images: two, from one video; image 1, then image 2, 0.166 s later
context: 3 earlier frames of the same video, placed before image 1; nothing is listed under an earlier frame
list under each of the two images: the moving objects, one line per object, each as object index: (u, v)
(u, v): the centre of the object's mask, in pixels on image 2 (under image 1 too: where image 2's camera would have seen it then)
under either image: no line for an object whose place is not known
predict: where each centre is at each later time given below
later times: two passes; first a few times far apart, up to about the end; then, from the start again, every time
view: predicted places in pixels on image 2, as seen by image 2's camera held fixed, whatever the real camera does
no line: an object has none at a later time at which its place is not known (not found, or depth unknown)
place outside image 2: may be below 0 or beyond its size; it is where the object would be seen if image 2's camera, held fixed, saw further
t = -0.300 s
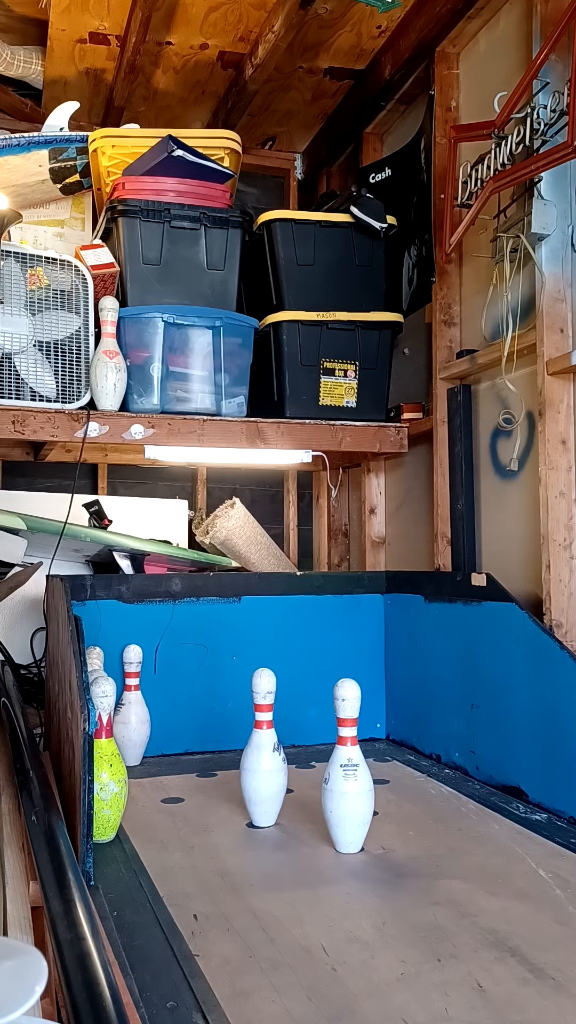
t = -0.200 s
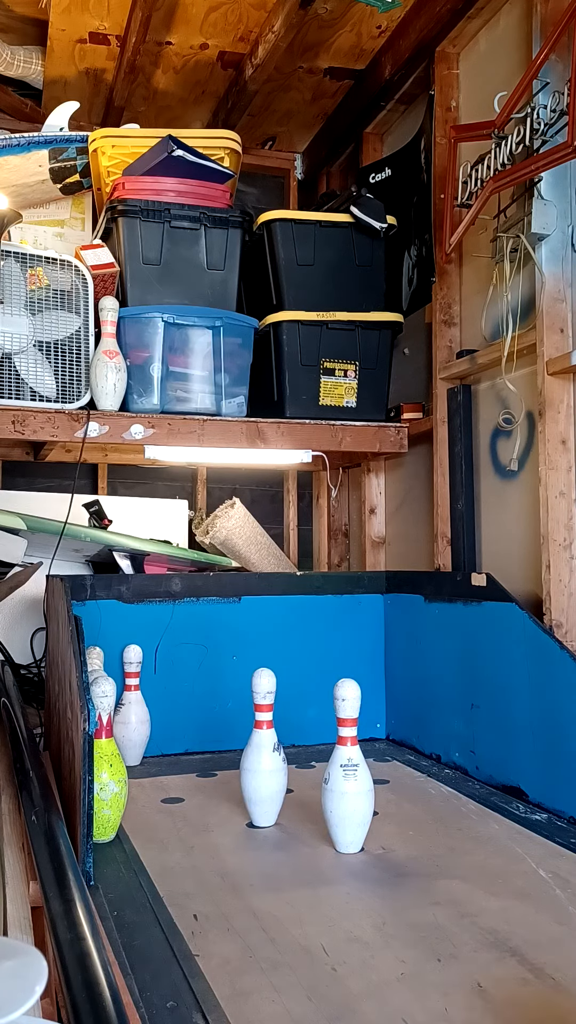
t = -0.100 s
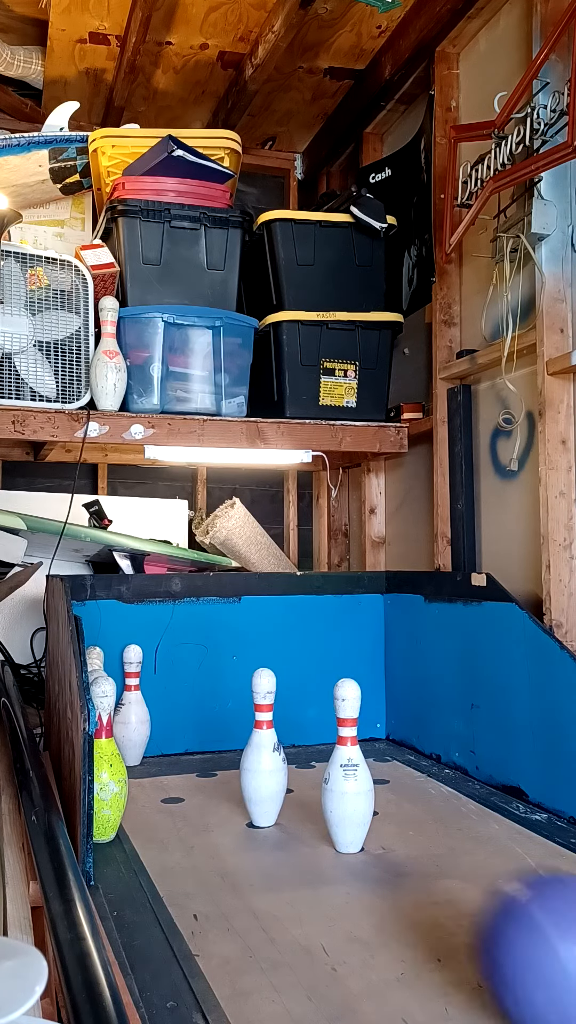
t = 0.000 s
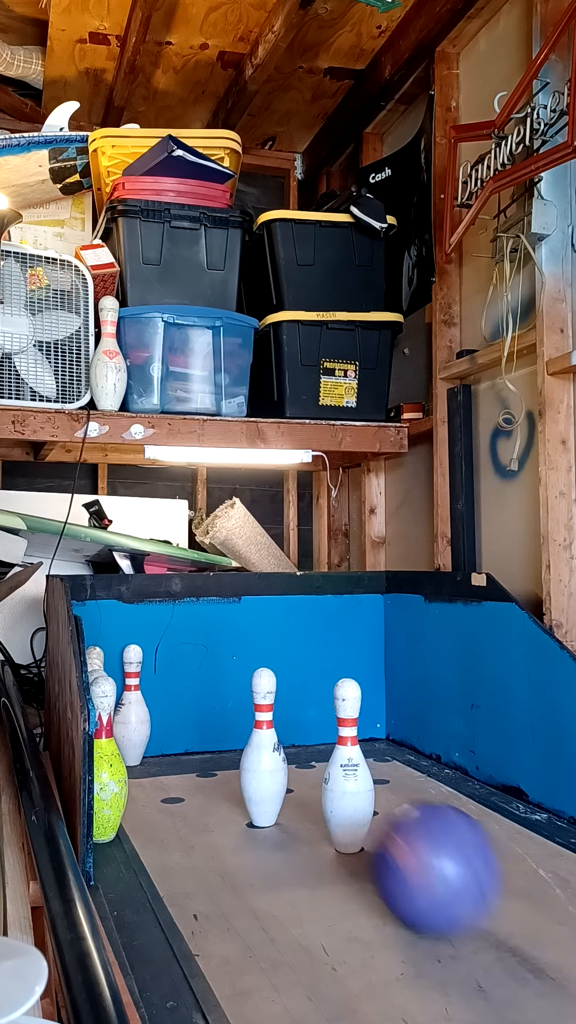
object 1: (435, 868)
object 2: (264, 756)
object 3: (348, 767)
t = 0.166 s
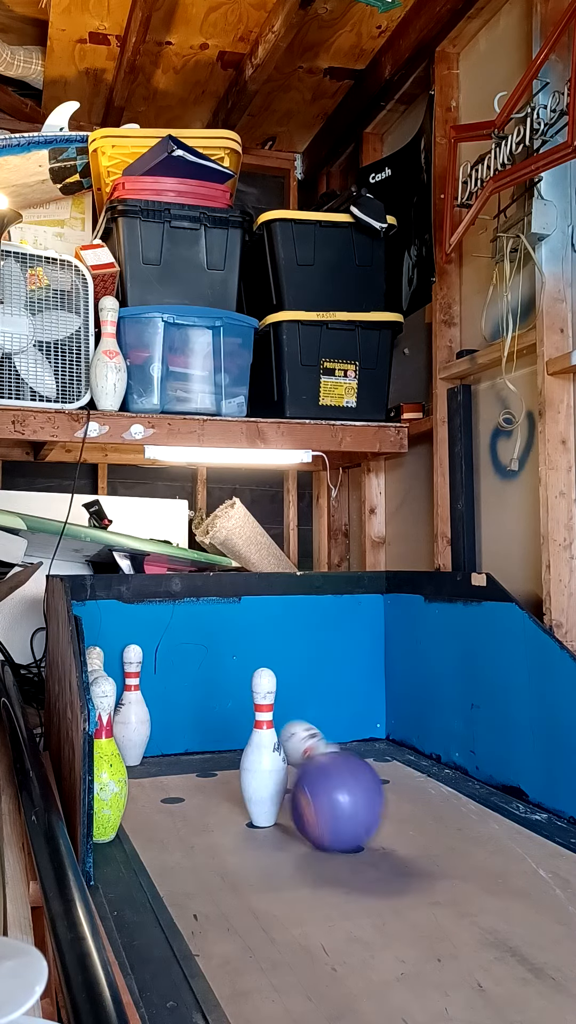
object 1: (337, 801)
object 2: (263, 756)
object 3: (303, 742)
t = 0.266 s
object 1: (317, 781)
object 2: (231, 751)
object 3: (273, 723)
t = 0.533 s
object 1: (292, 741)
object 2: (161, 765)
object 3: (269, 674)
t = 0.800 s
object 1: (296, 720)
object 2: (171, 768)
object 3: (260, 726)
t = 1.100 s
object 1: (341, 728)
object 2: (184, 764)
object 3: (245, 757)
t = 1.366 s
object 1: (384, 735)
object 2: (192, 762)
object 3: (234, 757)
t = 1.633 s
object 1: (430, 742)
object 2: (188, 763)
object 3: (235, 757)
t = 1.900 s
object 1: (443, 752)
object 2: (183, 764)
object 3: (236, 758)
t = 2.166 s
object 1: (448, 764)
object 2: (178, 766)
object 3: (237, 758)
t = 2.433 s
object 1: (456, 778)
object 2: (172, 767)
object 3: (238, 758)
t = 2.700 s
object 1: (464, 794)
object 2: (168, 770)
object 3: (239, 758)
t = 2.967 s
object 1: (472, 813)
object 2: (166, 773)
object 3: (239, 758)
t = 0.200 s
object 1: (325, 793)
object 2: (263, 755)
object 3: (292, 731)
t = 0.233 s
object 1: (319, 787)
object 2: (250, 754)
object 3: (283, 729)
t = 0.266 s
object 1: (317, 781)
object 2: (231, 751)
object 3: (273, 723)
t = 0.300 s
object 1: (315, 776)
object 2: (212, 752)
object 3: (265, 715)
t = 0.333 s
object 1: (312, 770)
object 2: (196, 756)
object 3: (260, 699)
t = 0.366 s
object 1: (309, 765)
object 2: (181, 766)
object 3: (257, 688)
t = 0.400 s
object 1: (305, 760)
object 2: (173, 776)
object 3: (259, 678)
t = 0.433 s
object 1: (302, 755)
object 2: (163, 774)
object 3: (261, 672)
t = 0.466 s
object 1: (299, 750)
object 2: (160, 767)
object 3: (264, 669)
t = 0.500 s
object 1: (296, 745)
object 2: (160, 765)
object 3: (266, 670)
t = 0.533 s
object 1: (292, 741)
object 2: (161, 765)
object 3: (269, 674)
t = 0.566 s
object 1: (289, 737)
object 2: (162, 766)
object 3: (272, 681)
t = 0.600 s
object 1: (289, 733)
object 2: (165, 768)
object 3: (267, 681)
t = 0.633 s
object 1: (289, 730)
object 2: (166, 770)
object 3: (262, 675)
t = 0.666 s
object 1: (290, 730)
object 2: (167, 771)
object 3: (258, 676)
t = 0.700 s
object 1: (291, 730)
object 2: (168, 770)
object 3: (260, 684)
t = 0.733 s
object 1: (295, 727)
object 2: (169, 770)
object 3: (261, 696)
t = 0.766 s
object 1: (297, 720)
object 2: (170, 769)
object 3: (260, 709)
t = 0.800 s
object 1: (296, 720)
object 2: (171, 768)
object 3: (260, 726)
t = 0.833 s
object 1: (298, 718)
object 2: (172, 768)
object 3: (258, 736)
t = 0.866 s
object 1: (302, 721)
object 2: (173, 767)
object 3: (257, 749)
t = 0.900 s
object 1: (309, 725)
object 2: (174, 766)
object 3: (256, 750)
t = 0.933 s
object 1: (314, 724)
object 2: (176, 766)
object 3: (254, 749)
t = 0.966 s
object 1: (320, 726)
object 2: (178, 766)
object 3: (253, 753)
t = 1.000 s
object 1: (326, 727)
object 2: (179, 766)
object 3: (251, 755)
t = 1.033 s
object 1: (331, 727)
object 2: (181, 765)
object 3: (249, 756)
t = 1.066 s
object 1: (336, 727)
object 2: (183, 765)
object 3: (247, 757)
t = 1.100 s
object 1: (341, 728)
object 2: (184, 764)
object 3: (245, 757)
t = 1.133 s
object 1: (347, 729)
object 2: (186, 764)
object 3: (243, 757)
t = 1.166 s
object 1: (352, 730)
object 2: (187, 764)
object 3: (241, 757)
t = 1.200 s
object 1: (357, 731)
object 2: (189, 763)
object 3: (239, 757)
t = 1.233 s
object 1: (362, 731)
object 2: (190, 763)
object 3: (237, 757)
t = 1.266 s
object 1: (368, 732)
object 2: (192, 763)
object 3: (236, 757)
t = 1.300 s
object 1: (373, 733)
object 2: (193, 762)
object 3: (235, 757)
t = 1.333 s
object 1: (379, 734)
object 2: (193, 762)
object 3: (234, 757)
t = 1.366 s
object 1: (384, 735)
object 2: (192, 762)
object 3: (234, 757)
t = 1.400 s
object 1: (389, 736)
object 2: (192, 762)
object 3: (234, 757)
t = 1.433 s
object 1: (395, 737)
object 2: (191, 763)
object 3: (234, 757)
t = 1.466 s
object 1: (401, 738)
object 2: (191, 763)
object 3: (234, 757)
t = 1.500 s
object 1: (407, 739)
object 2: (190, 763)
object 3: (235, 757)
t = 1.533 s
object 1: (412, 740)
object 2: (189, 763)
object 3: (235, 757)
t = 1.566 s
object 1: (418, 741)
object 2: (189, 763)
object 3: (235, 757)
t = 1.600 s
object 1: (424, 742)
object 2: (189, 763)
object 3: (235, 757)
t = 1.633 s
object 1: (430, 742)
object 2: (188, 763)
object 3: (235, 757)
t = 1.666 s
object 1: (436, 743)
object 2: (187, 763)
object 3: (235, 757)
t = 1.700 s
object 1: (438, 744)
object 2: (187, 764)
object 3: (235, 757)
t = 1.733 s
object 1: (439, 745)
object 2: (186, 764)
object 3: (235, 757)
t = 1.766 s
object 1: (440, 747)
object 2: (186, 764)
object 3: (235, 758)
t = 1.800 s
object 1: (440, 748)
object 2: (185, 764)
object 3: (235, 758)
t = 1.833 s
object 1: (441, 750)
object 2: (185, 764)
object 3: (236, 758)
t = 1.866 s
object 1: (442, 751)
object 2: (184, 764)
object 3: (236, 758)
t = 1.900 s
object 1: (443, 752)
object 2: (183, 764)
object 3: (236, 758)
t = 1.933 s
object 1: (443, 754)
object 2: (183, 765)
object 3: (236, 758)
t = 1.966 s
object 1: (444, 755)
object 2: (182, 765)
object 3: (236, 758)
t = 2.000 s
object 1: (444, 757)
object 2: (181, 765)
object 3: (236, 758)
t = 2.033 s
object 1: (445, 758)
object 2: (181, 765)
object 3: (236, 758)
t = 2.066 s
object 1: (446, 759)
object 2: (180, 765)
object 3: (236, 758)
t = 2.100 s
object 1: (447, 761)
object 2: (179, 765)
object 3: (236, 758)
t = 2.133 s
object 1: (448, 763)
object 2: (178, 765)
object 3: (236, 758)
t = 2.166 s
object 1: (448, 764)
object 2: (178, 766)
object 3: (237, 758)
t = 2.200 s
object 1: (449, 766)
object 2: (177, 766)
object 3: (237, 758)
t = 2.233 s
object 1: (450, 767)
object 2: (176, 766)
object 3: (237, 758)
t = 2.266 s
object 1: (451, 769)
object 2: (176, 766)
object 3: (237, 758)
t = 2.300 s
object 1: (452, 771)
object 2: (175, 766)
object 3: (237, 758)
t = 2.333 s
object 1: (453, 772)
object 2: (174, 767)
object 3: (237, 758)
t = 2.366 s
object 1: (454, 775)
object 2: (173, 767)
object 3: (237, 758)
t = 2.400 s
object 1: (455, 776)
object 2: (173, 767)
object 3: (237, 758)
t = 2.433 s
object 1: (456, 778)
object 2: (172, 767)
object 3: (238, 758)
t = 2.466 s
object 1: (457, 780)
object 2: (171, 768)
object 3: (238, 758)
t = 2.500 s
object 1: (458, 782)
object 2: (171, 768)
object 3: (238, 758)
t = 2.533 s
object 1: (459, 784)
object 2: (170, 768)
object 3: (238, 758)
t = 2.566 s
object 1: (460, 786)
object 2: (170, 768)
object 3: (238, 758)
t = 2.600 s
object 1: (460, 788)
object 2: (169, 769)
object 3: (239, 758)
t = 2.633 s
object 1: (462, 790)
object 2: (169, 769)
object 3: (239, 758)
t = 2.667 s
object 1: (462, 792)
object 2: (169, 769)
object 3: (239, 758)
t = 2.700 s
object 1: (464, 794)
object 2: (168, 770)
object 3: (239, 758)
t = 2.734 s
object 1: (465, 796)
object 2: (168, 770)
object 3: (239, 758)
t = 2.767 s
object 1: (466, 799)
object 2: (168, 770)
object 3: (239, 758)
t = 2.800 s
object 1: (467, 801)
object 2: (167, 771)
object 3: (239, 758)
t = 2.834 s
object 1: (468, 803)
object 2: (167, 771)
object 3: (239, 758)
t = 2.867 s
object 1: (469, 806)
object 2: (167, 771)
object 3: (239, 758)
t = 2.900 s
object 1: (470, 808)
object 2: (166, 772)
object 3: (239, 758)
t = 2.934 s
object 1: (471, 811)
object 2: (166, 772)
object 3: (239, 758)
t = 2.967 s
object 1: (472, 813)
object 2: (166, 773)
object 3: (239, 758)
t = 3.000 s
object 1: (474, 815)
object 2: (166, 773)
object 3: (239, 758)
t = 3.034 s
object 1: (475, 818)
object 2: (166, 773)
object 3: (239, 758)
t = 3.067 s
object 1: (476, 821)
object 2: (165, 774)
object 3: (239, 758)
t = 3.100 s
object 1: (477, 824)
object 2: (165, 774)
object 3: (239, 758)
